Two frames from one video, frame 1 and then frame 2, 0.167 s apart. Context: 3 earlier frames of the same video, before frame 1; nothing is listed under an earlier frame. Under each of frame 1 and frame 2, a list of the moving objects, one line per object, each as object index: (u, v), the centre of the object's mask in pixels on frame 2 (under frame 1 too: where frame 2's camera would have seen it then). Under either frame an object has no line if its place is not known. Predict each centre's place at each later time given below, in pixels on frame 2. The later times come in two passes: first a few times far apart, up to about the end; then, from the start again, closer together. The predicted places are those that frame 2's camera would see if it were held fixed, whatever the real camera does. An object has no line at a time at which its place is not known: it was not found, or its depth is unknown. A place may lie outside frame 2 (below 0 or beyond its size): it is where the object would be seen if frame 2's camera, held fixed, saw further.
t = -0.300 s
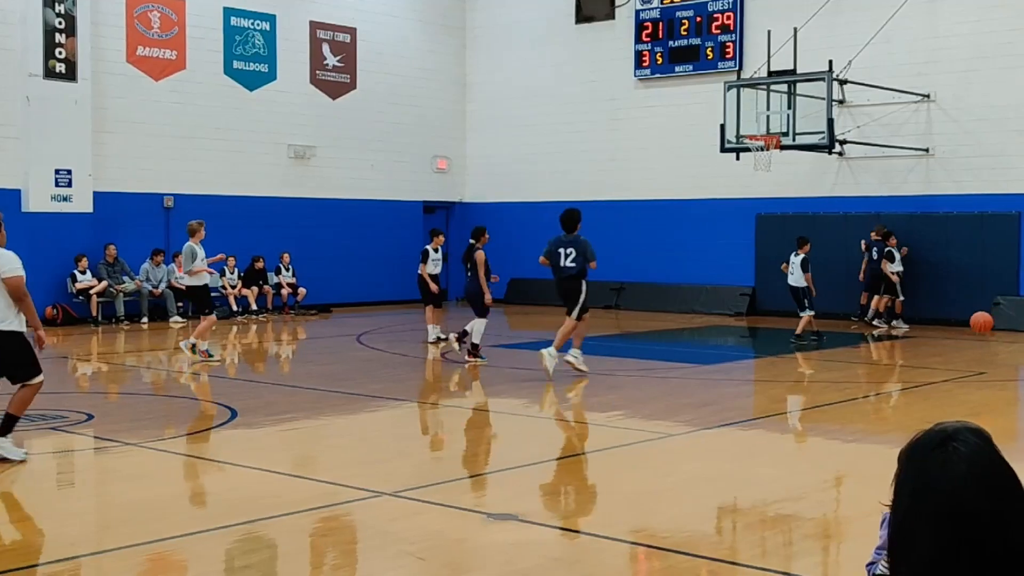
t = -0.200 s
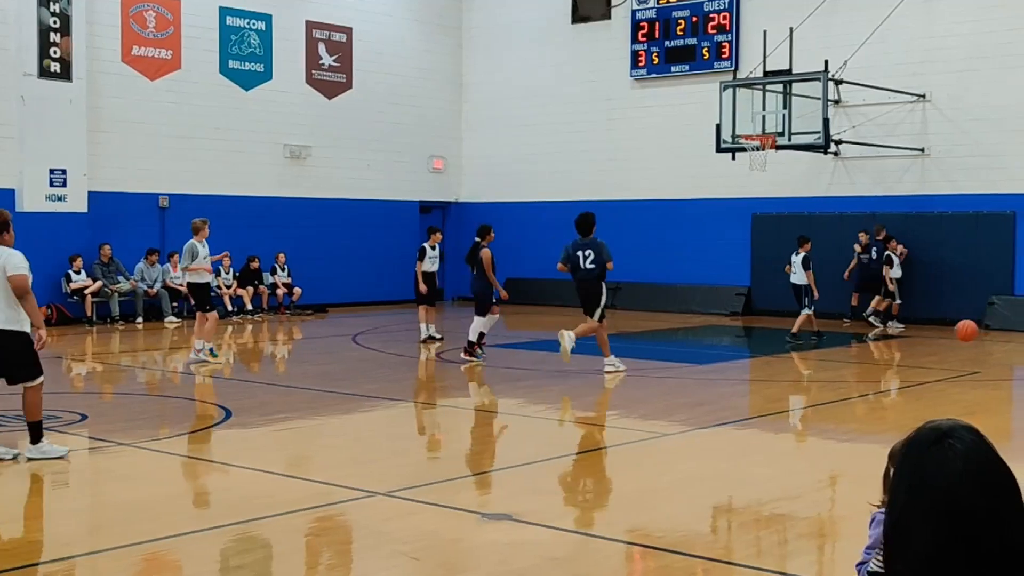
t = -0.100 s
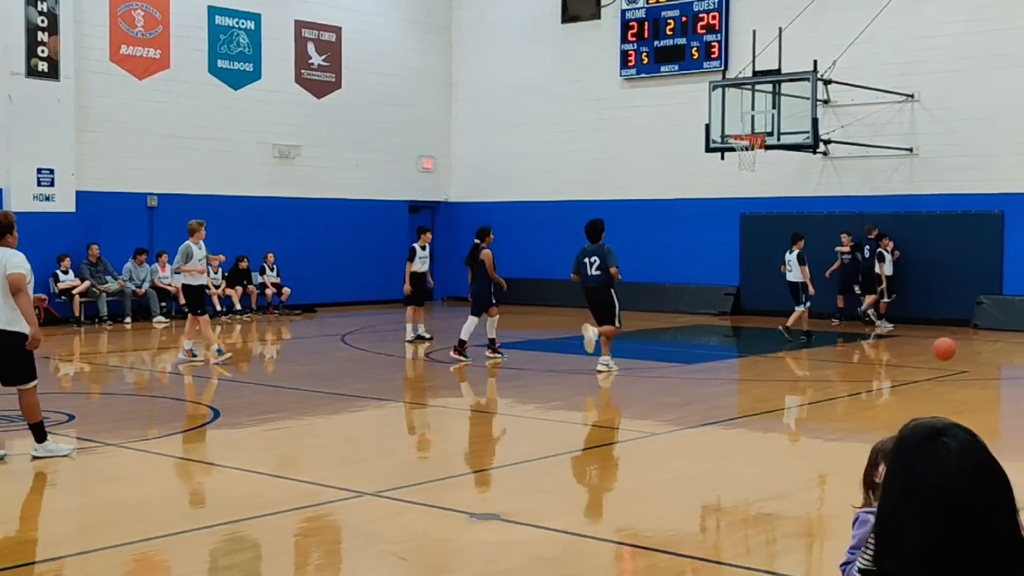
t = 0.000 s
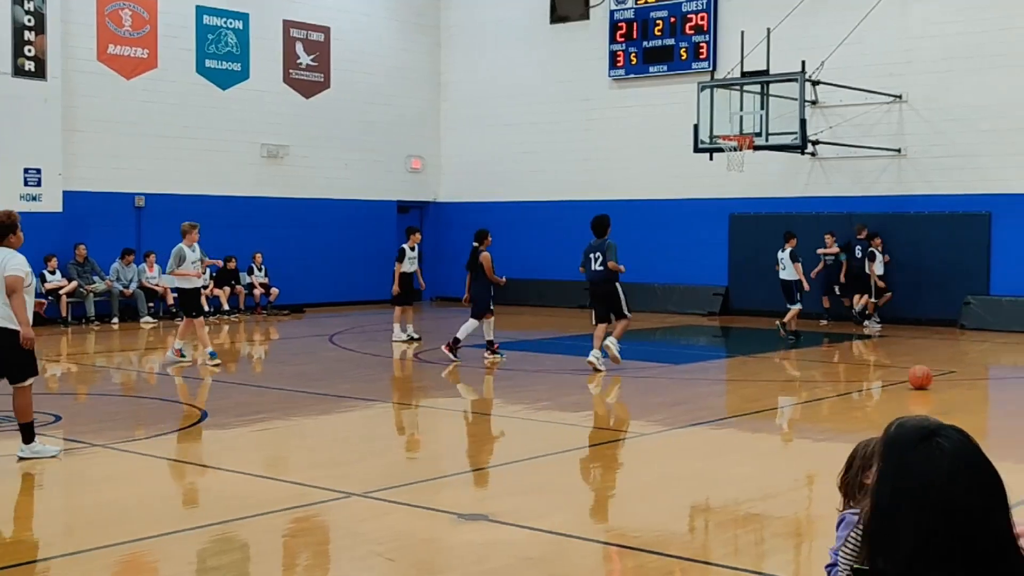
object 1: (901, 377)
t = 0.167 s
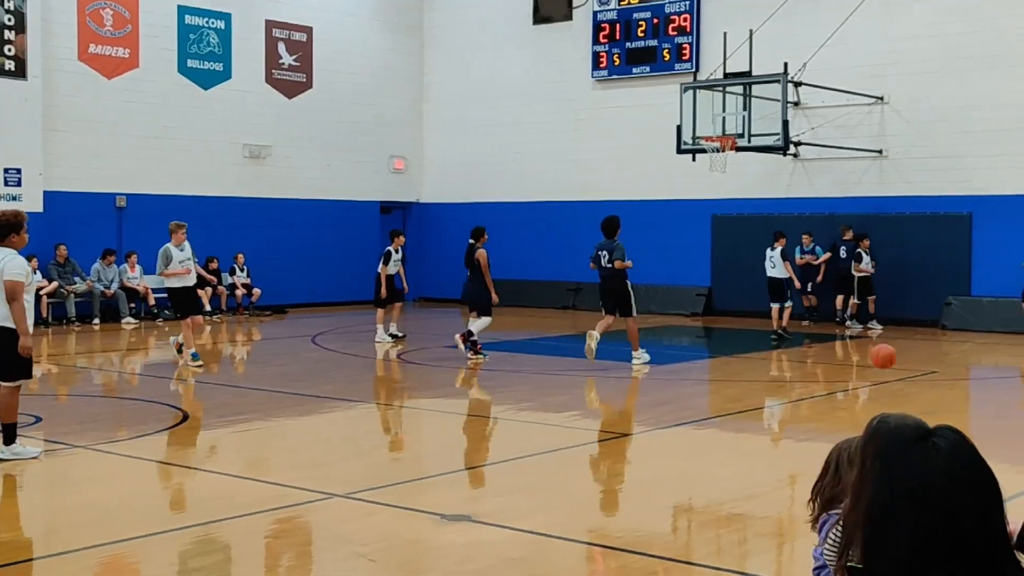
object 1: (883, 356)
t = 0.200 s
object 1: (880, 355)
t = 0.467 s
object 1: (846, 393)
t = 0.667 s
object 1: (815, 391)
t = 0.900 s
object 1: (771, 421)
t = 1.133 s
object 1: (717, 439)
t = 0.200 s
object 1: (880, 355)
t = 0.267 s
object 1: (873, 356)
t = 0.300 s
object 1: (869, 359)
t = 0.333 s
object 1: (864, 363)
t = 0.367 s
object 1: (860, 368)
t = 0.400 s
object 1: (855, 375)
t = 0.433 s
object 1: (851, 383)
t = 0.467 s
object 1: (846, 393)
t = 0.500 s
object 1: (841, 404)
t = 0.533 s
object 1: (836, 407)
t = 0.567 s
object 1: (831, 401)
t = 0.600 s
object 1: (826, 397)
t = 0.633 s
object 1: (820, 393)
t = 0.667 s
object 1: (815, 391)
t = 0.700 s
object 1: (809, 391)
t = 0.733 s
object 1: (804, 391)
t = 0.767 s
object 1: (797, 394)
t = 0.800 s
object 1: (791, 398)
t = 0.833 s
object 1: (785, 404)
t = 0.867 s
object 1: (778, 411)
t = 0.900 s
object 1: (771, 421)
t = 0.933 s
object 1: (764, 432)
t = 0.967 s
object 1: (756, 445)
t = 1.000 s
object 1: (749, 446)
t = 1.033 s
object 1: (742, 442)
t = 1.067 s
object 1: (733, 439)
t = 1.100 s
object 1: (725, 438)
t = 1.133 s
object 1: (717, 439)
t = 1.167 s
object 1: (708, 441)
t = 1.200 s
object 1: (699, 445)
